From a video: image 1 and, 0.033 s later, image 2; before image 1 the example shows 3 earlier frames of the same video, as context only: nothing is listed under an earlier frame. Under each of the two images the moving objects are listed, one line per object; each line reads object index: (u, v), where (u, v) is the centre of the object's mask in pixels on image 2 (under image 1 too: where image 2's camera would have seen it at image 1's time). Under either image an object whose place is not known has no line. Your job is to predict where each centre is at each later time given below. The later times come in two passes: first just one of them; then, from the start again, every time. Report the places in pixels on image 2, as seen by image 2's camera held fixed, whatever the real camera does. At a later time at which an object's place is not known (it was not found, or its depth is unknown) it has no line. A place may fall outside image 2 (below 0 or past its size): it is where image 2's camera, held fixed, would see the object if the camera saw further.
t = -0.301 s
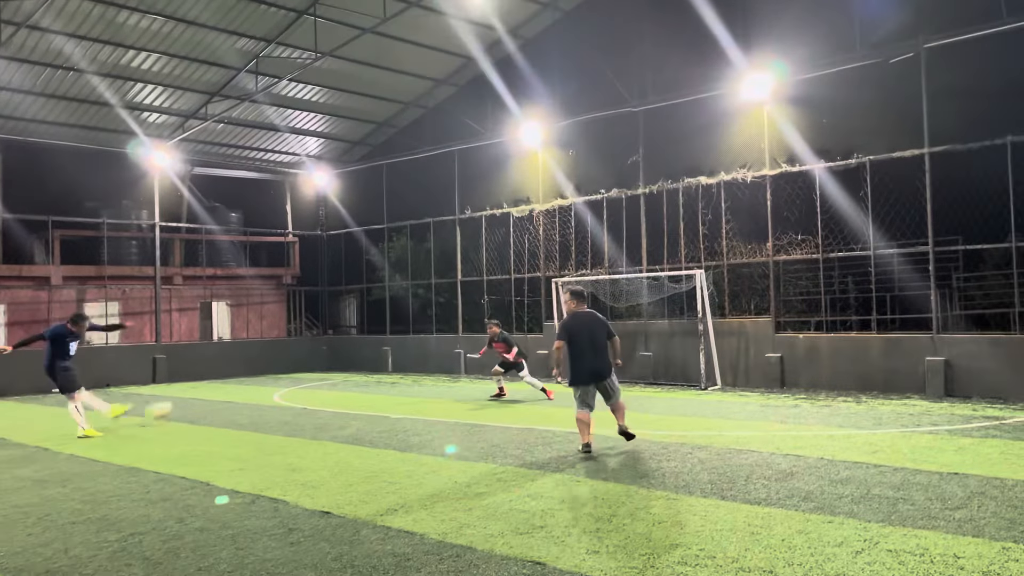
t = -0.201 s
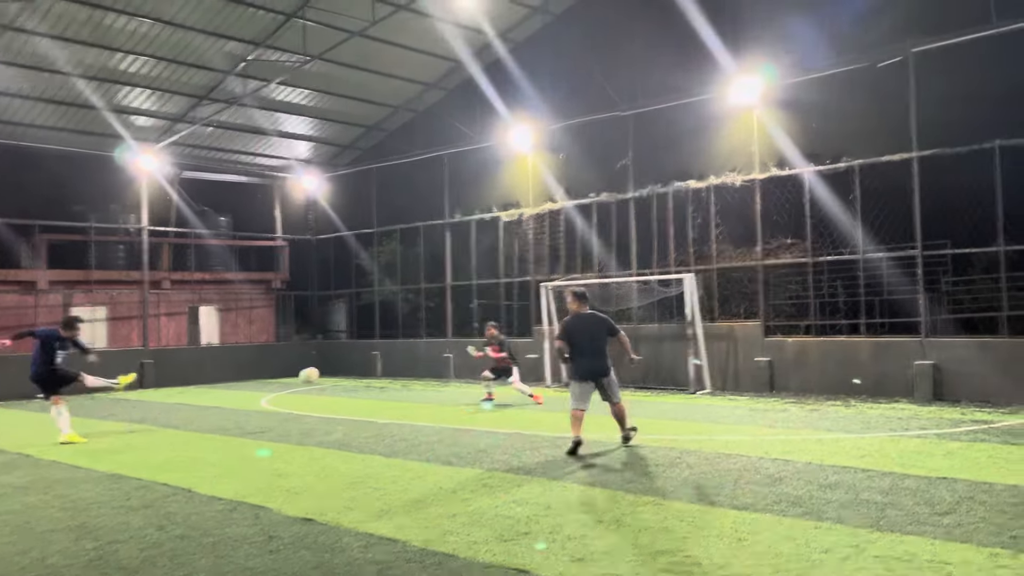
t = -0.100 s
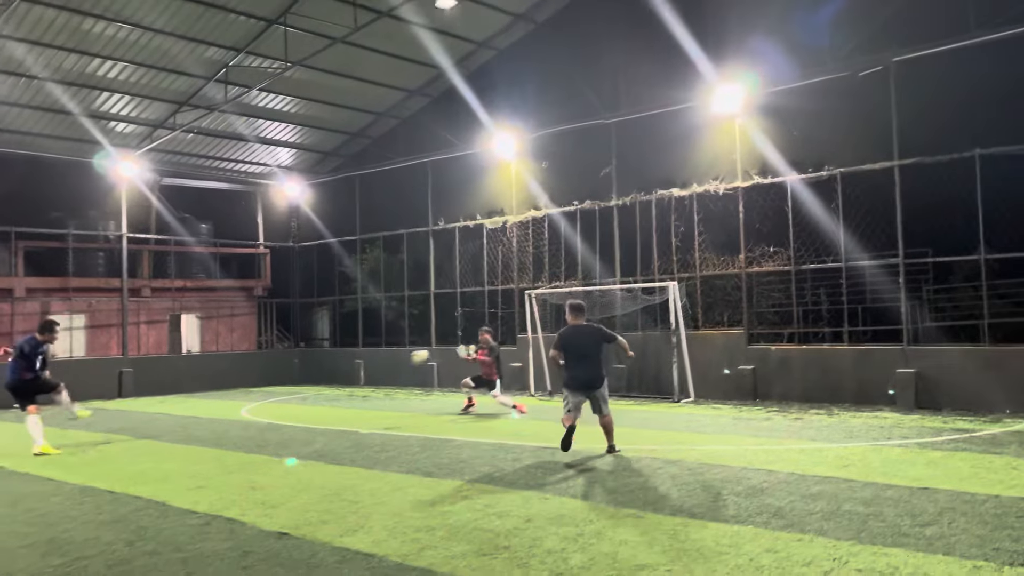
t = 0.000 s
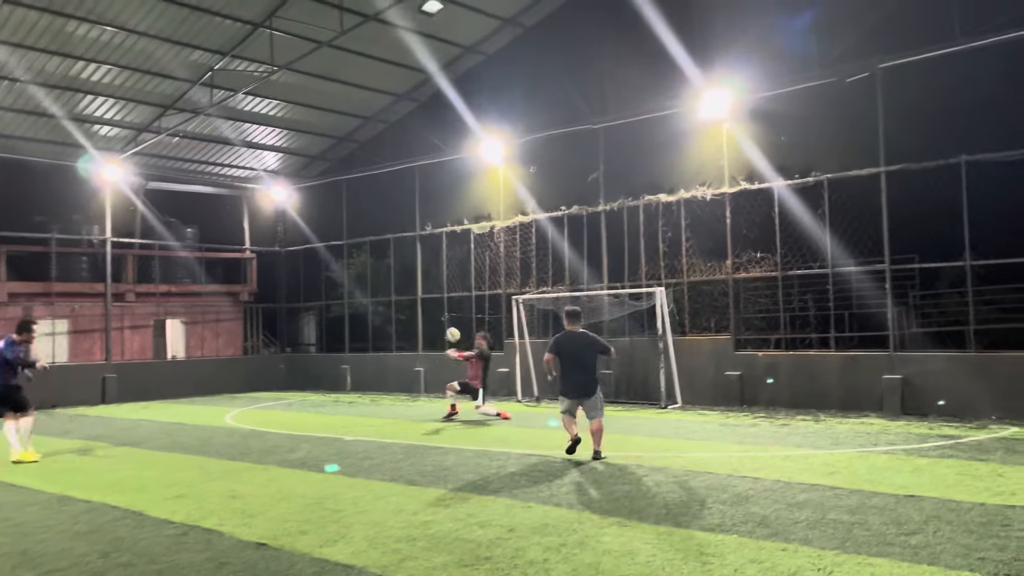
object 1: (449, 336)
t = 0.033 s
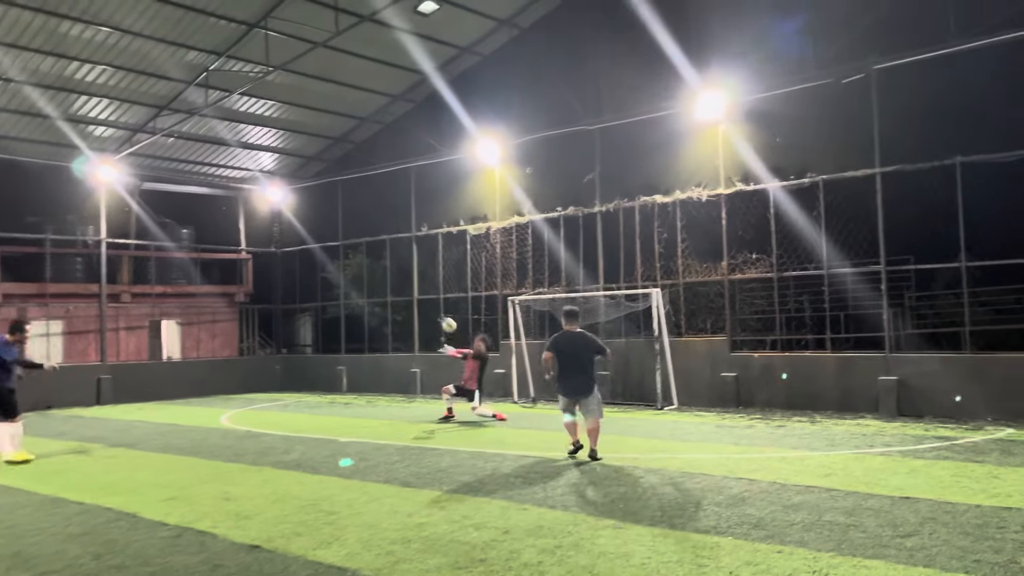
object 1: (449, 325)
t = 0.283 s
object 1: (447, 264)
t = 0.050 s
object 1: (449, 320)
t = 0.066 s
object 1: (448, 315)
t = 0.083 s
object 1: (448, 309)
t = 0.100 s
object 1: (448, 305)
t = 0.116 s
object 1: (448, 300)
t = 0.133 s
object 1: (448, 296)
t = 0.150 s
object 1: (448, 292)
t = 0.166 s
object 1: (448, 289)
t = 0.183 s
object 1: (447, 284)
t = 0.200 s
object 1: (448, 280)
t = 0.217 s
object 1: (447, 276)
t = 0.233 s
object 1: (447, 273)
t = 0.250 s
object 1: (447, 270)
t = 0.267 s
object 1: (447, 266)
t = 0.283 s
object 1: (447, 264)
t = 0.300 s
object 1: (447, 261)
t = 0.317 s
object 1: (447, 258)
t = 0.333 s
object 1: (447, 256)
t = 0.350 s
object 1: (447, 253)
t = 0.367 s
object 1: (446, 251)
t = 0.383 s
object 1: (446, 250)
